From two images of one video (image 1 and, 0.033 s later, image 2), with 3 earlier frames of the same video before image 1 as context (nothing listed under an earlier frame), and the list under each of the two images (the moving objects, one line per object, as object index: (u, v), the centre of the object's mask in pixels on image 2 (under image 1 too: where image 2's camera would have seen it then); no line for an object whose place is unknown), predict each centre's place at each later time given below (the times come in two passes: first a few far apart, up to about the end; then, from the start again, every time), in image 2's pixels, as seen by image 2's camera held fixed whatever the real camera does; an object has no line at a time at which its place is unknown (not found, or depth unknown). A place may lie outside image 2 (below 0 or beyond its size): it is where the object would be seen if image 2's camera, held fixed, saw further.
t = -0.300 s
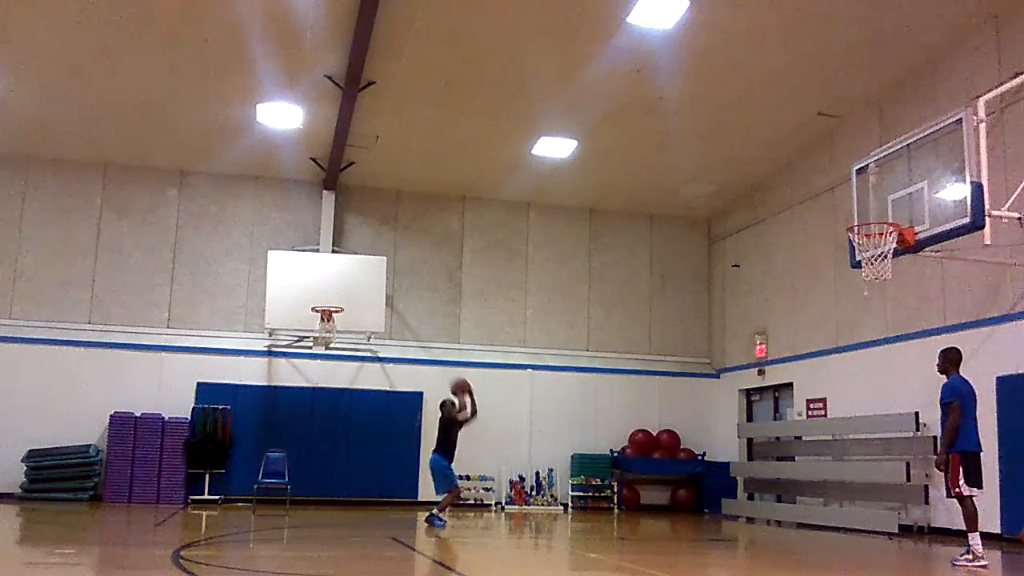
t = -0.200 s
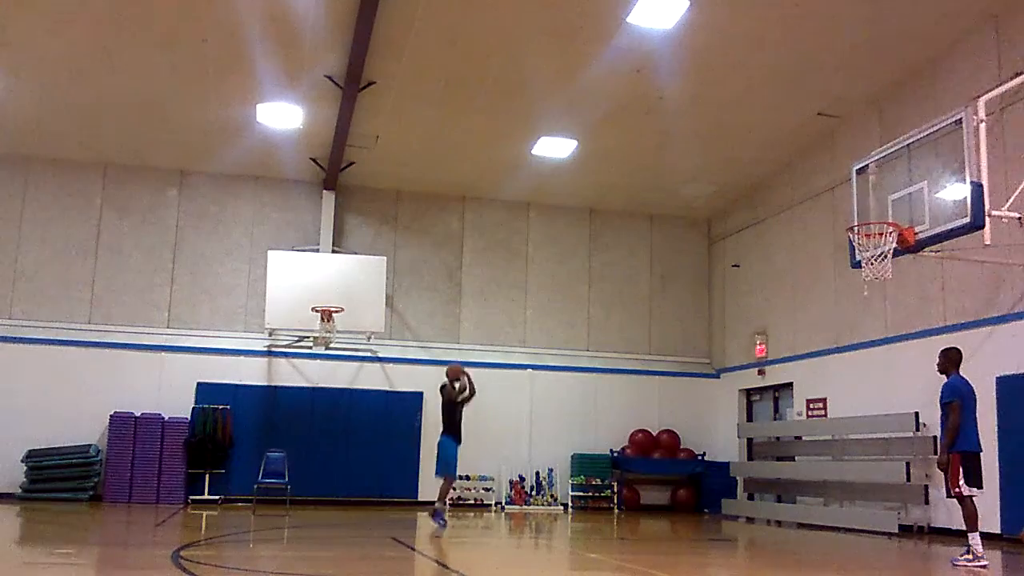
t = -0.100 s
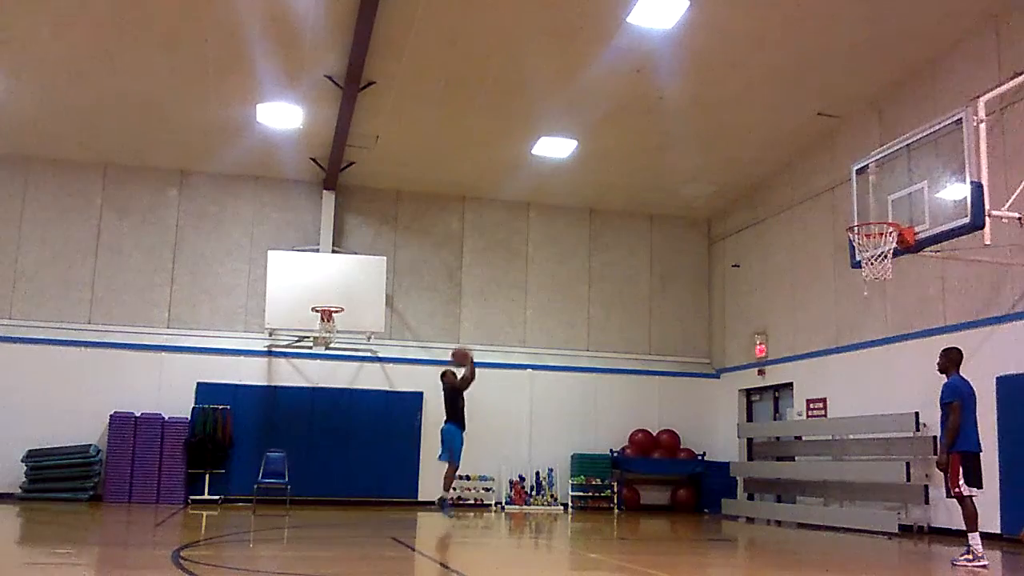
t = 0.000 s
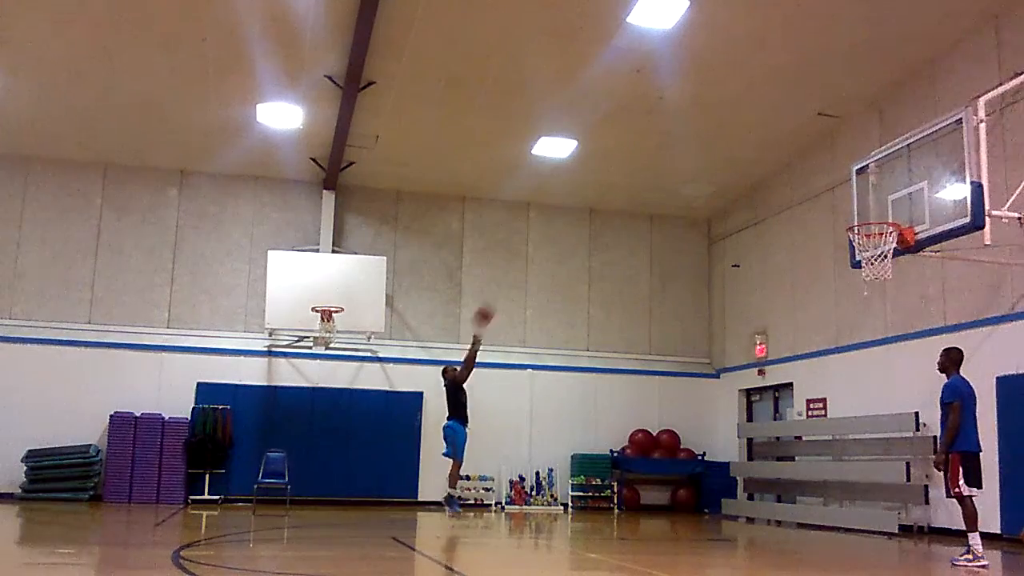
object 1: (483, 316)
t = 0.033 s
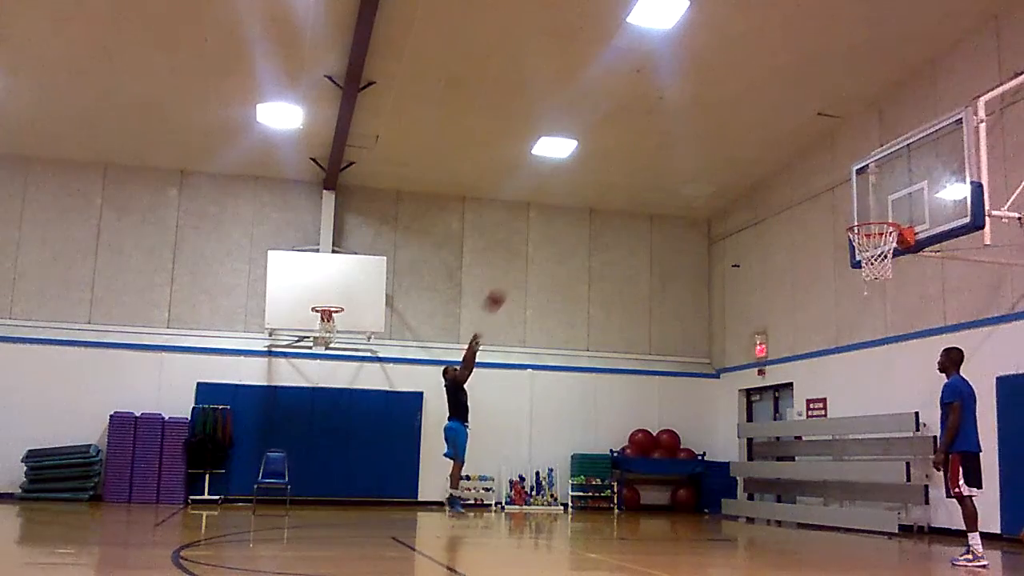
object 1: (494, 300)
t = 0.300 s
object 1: (583, 207)
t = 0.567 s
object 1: (680, 158)
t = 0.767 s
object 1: (760, 163)
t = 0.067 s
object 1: (505, 286)
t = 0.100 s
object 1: (516, 272)
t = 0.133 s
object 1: (527, 259)
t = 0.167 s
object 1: (538, 246)
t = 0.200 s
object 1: (549, 236)
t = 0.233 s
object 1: (560, 225)
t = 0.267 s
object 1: (572, 216)
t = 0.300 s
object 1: (583, 207)
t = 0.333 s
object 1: (595, 197)
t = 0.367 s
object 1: (606, 190)
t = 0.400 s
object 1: (618, 183)
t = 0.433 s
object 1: (630, 176)
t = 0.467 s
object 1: (643, 169)
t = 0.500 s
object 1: (654, 165)
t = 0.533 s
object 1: (667, 161)
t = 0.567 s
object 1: (680, 158)
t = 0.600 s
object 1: (692, 156)
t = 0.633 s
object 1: (704, 155)
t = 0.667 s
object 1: (718, 156)
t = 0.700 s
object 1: (731, 157)
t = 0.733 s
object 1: (745, 159)
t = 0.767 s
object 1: (760, 163)
